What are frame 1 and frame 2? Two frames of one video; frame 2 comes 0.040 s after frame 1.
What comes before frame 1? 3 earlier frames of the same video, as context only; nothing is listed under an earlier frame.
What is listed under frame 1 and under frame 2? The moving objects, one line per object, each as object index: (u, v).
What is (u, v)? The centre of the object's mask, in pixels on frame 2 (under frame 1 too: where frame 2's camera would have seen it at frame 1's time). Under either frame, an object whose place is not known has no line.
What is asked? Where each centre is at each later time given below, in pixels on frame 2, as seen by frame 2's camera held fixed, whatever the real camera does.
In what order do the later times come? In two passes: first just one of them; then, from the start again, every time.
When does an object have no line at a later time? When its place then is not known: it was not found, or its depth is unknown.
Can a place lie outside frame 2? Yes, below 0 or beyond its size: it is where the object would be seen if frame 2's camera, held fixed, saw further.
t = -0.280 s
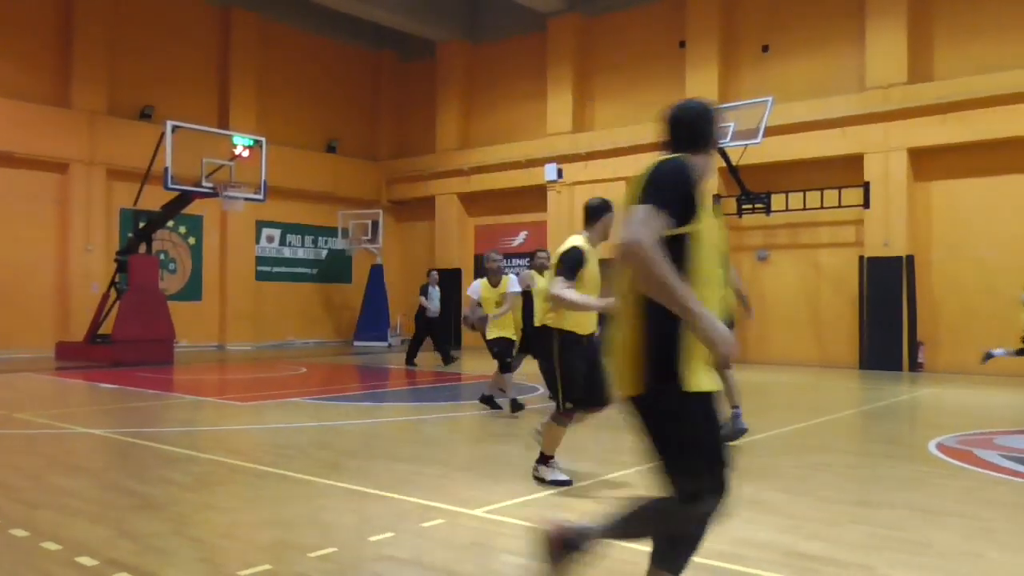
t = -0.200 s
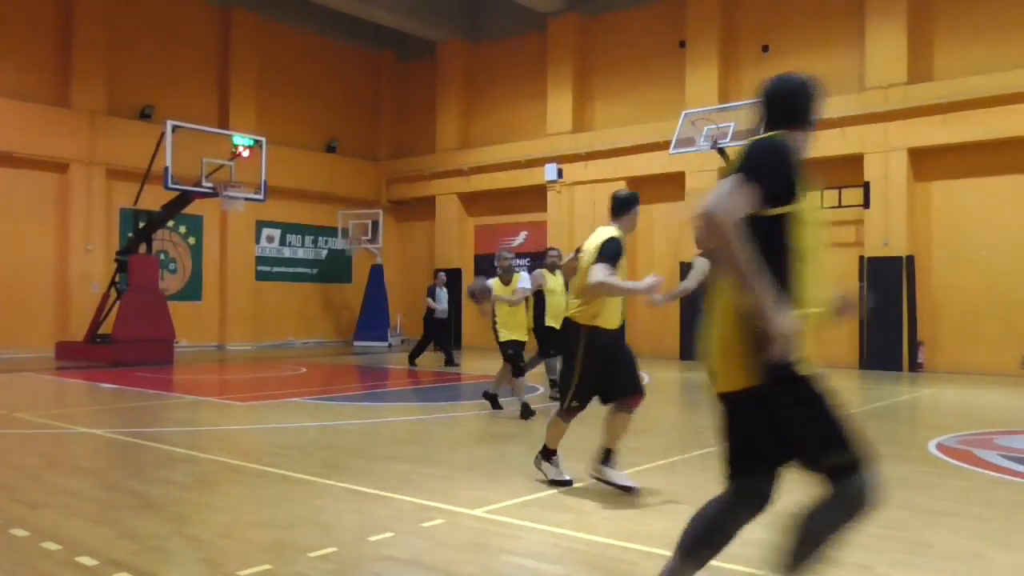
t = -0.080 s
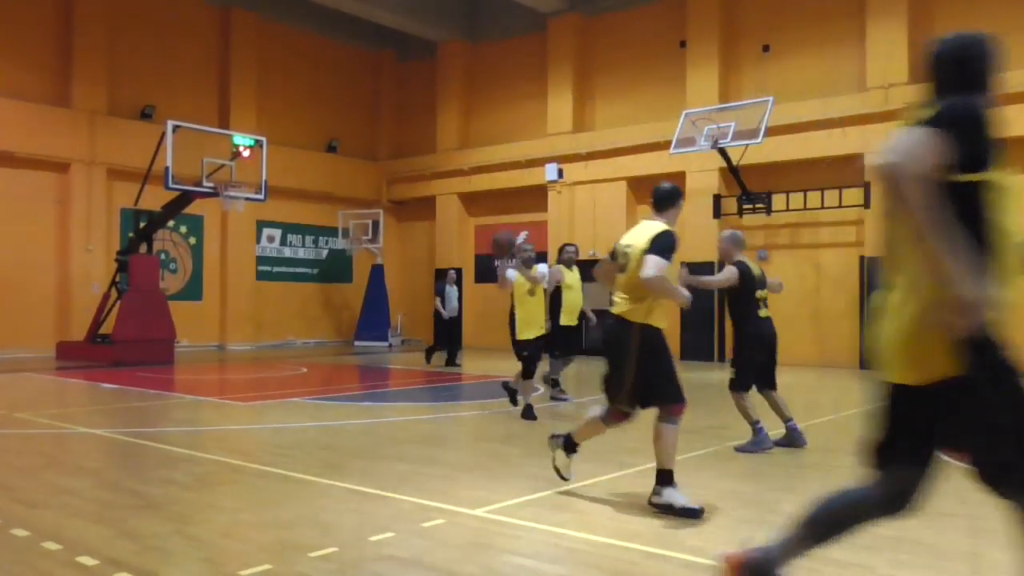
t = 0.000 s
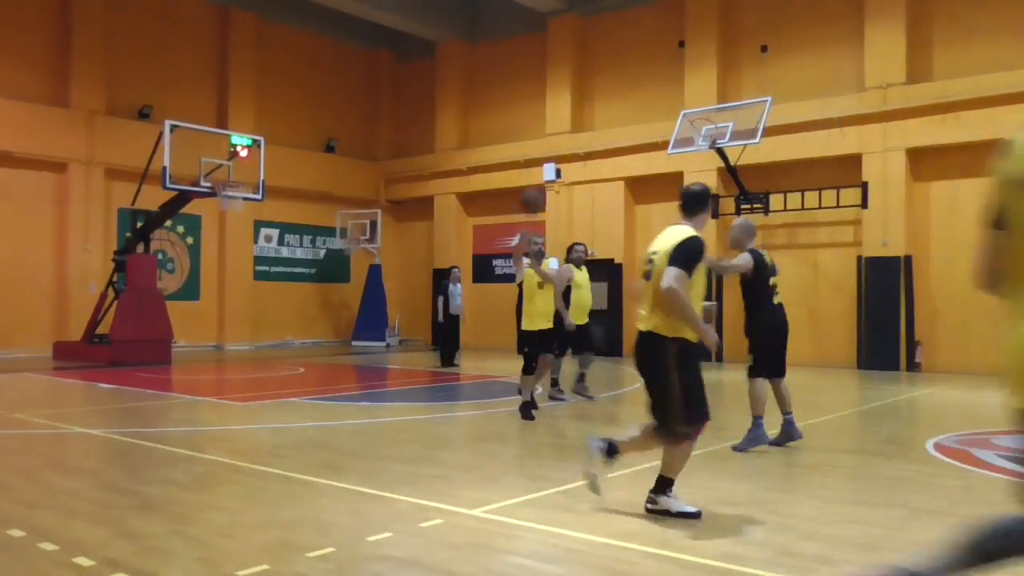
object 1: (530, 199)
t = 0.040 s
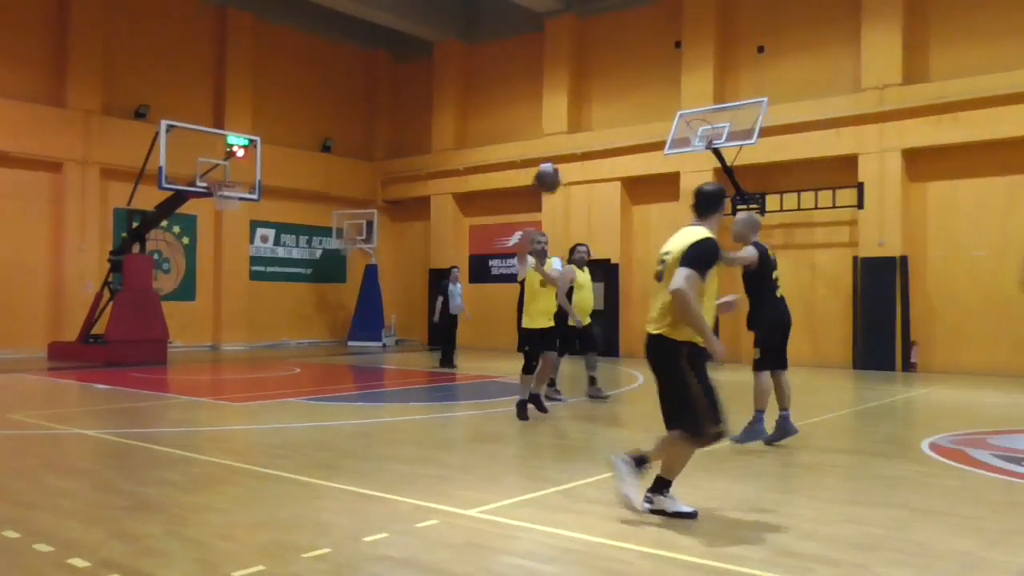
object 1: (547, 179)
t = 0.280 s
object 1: (689, 66)
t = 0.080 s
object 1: (565, 159)
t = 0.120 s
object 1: (586, 140)
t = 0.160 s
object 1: (608, 121)
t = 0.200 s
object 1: (632, 103)
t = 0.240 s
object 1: (661, 85)
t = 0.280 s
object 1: (689, 66)
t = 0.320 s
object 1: (718, 50)
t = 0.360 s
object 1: (750, 35)
